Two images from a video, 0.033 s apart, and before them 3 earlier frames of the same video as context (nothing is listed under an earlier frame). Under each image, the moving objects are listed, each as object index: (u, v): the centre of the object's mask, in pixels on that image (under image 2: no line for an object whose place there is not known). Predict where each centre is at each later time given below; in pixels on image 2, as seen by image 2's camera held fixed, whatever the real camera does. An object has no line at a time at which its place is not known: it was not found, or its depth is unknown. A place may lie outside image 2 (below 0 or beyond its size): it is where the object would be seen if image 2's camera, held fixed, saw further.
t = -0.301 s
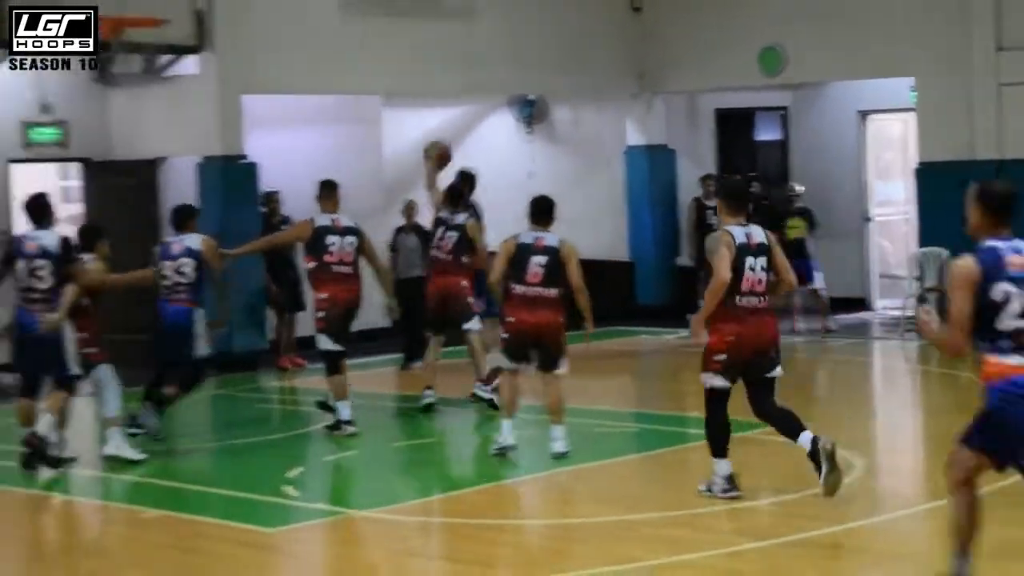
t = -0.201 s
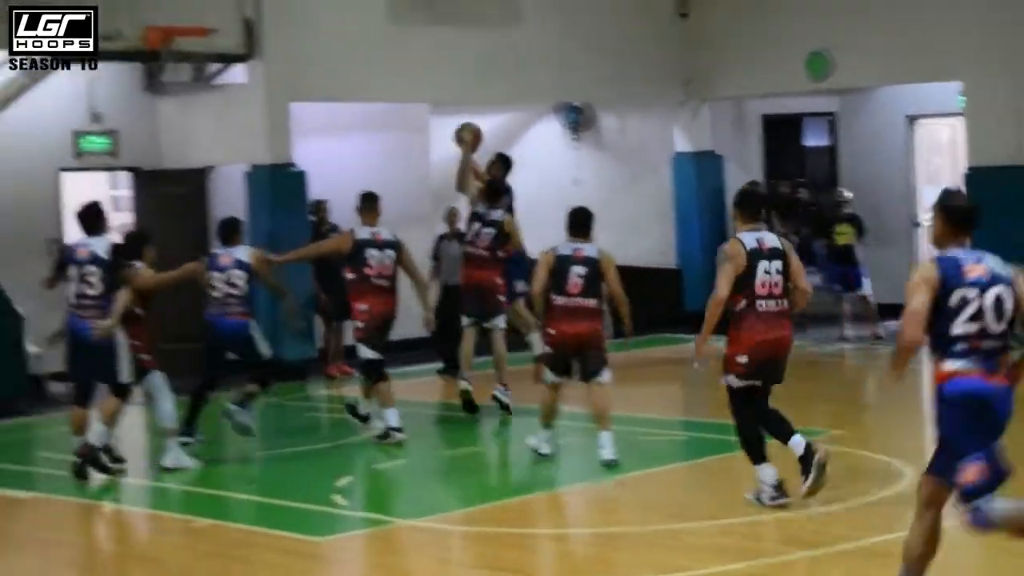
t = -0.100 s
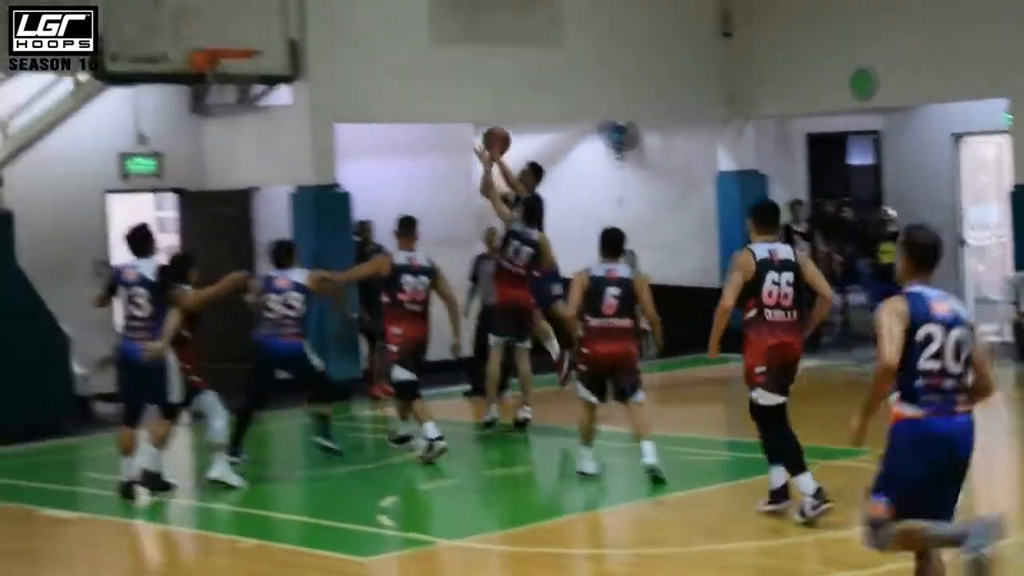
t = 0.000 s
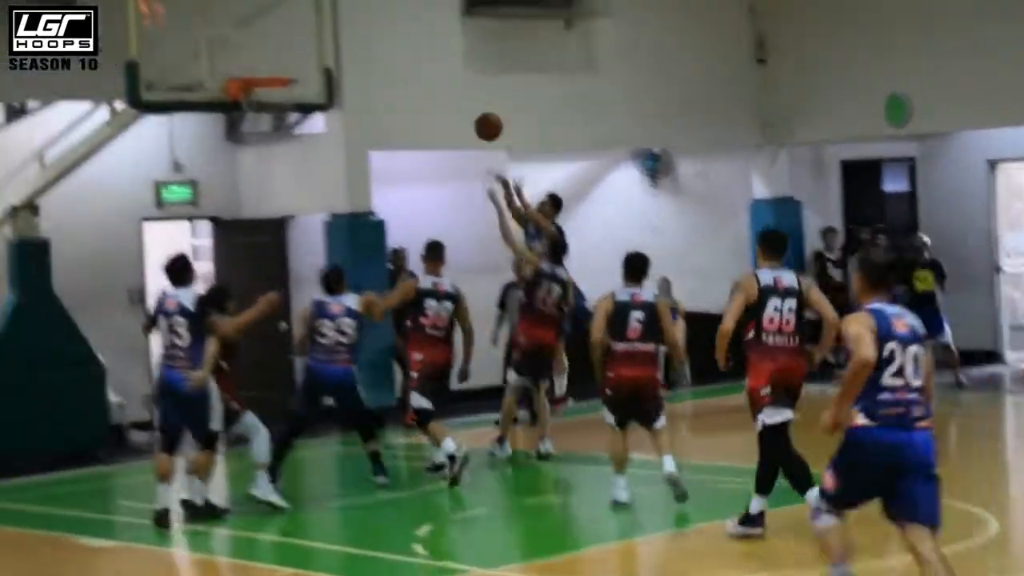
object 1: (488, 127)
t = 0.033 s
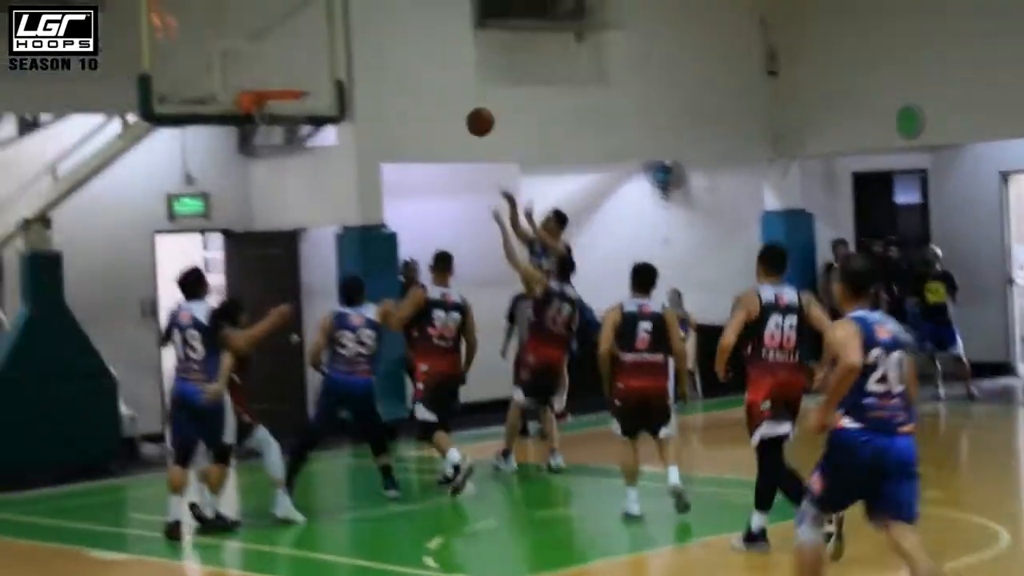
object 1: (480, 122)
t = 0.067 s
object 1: (470, 114)
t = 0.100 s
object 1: (449, 99)
